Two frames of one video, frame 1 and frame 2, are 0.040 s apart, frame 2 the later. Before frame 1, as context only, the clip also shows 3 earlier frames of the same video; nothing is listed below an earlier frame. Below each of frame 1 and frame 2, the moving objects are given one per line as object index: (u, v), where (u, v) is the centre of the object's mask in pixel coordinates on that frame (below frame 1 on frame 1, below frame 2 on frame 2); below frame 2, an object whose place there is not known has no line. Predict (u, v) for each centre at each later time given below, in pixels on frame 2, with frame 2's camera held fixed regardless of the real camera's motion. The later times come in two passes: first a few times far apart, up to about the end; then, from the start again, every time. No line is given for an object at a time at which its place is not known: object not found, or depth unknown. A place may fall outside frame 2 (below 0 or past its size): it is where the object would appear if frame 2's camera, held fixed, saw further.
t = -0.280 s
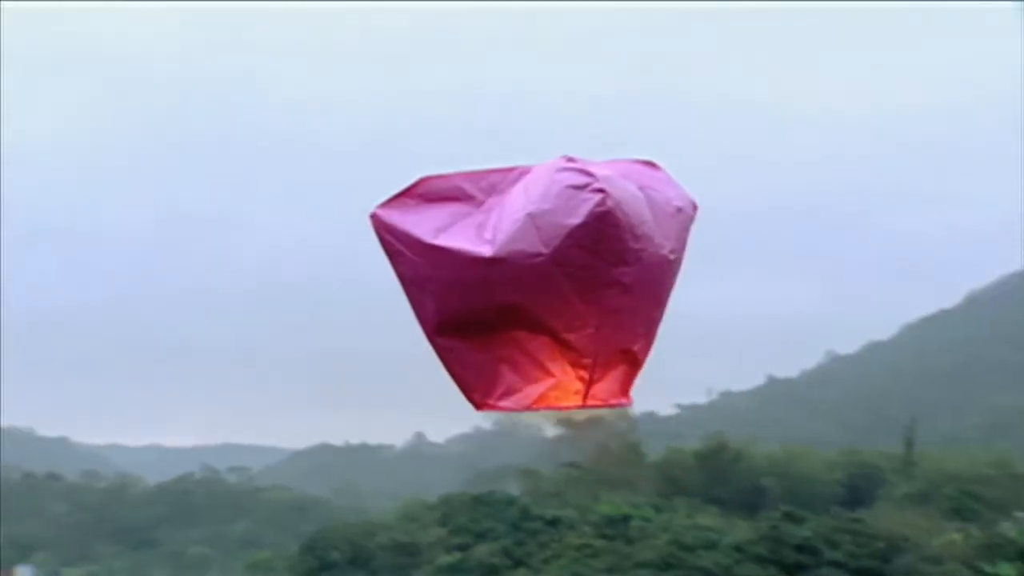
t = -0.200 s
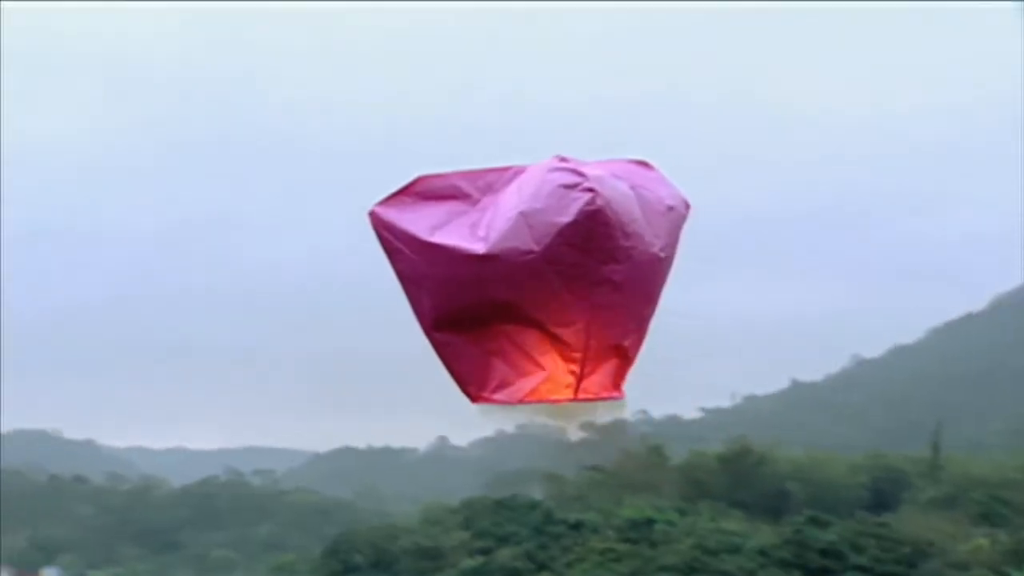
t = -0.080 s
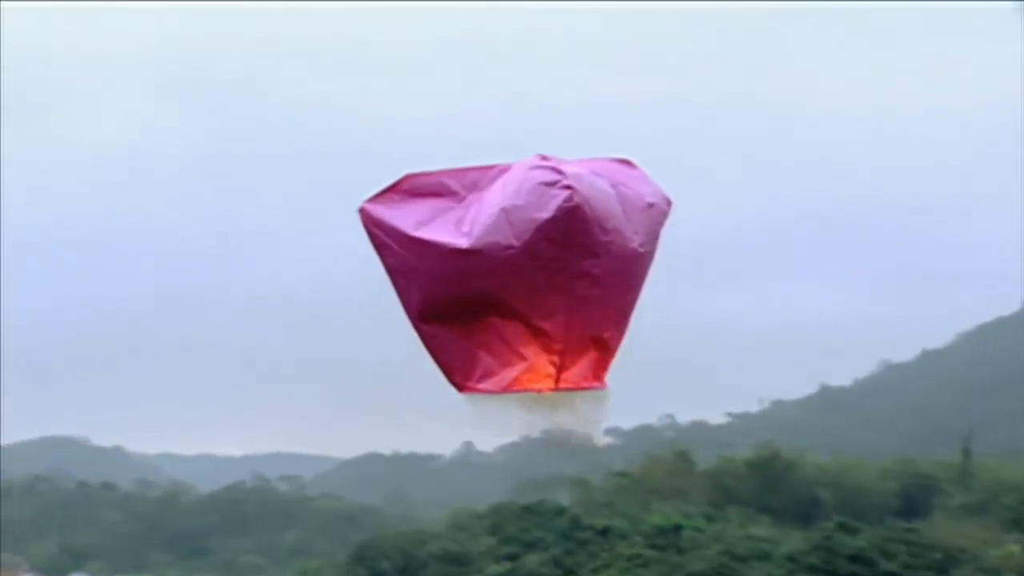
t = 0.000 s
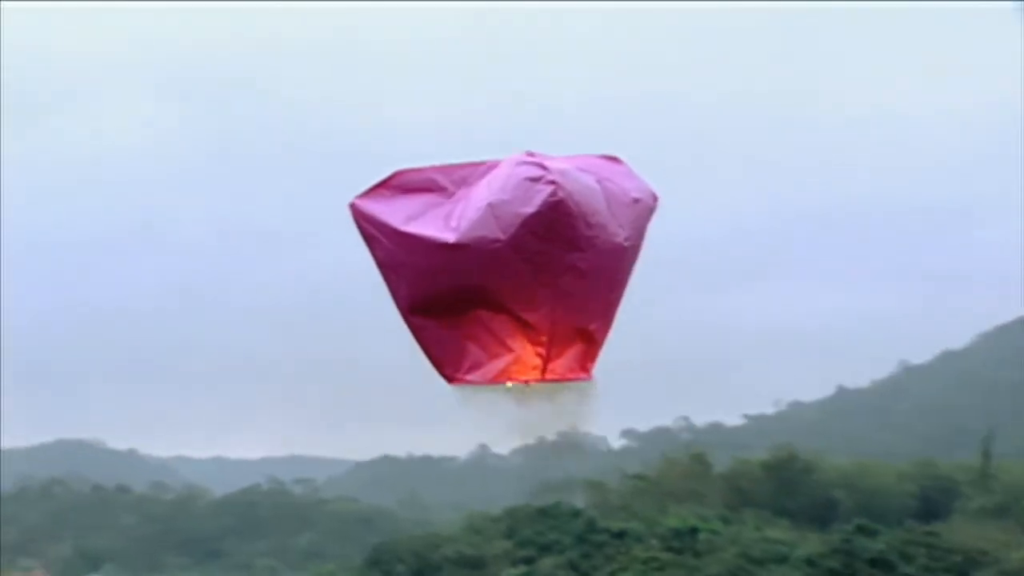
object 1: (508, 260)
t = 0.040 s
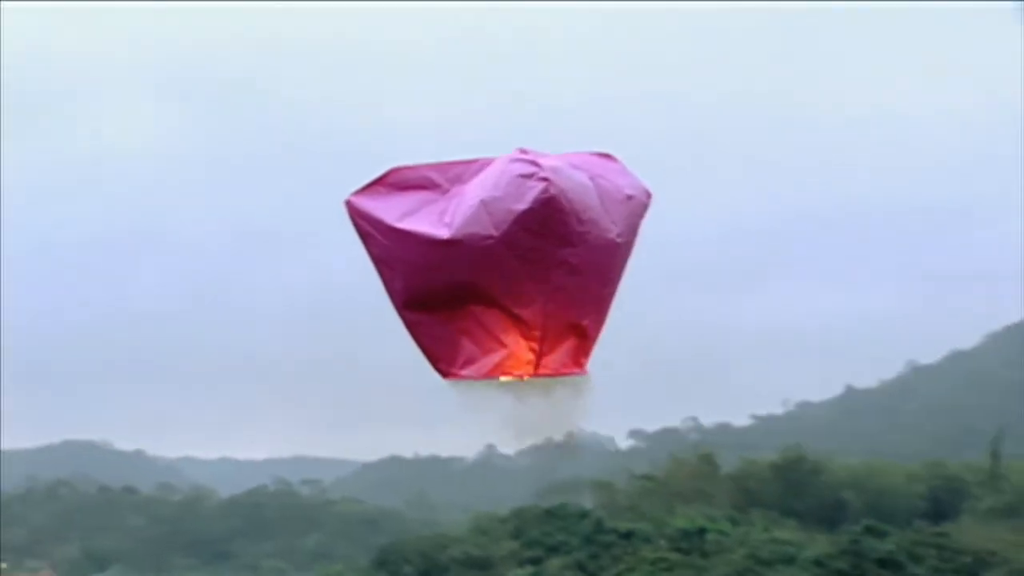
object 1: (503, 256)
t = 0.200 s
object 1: (455, 242)
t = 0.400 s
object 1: (400, 222)
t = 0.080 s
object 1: (491, 253)
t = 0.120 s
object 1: (479, 249)
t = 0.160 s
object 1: (467, 246)
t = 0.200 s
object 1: (455, 242)
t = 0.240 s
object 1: (444, 238)
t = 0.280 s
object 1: (432, 234)
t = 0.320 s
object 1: (421, 230)
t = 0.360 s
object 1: (411, 226)
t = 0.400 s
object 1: (400, 222)
